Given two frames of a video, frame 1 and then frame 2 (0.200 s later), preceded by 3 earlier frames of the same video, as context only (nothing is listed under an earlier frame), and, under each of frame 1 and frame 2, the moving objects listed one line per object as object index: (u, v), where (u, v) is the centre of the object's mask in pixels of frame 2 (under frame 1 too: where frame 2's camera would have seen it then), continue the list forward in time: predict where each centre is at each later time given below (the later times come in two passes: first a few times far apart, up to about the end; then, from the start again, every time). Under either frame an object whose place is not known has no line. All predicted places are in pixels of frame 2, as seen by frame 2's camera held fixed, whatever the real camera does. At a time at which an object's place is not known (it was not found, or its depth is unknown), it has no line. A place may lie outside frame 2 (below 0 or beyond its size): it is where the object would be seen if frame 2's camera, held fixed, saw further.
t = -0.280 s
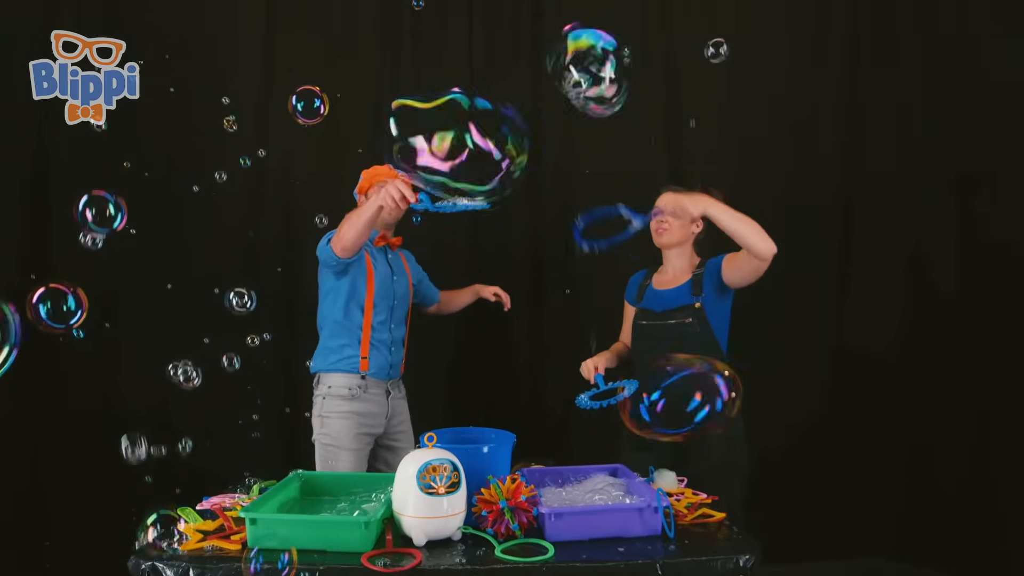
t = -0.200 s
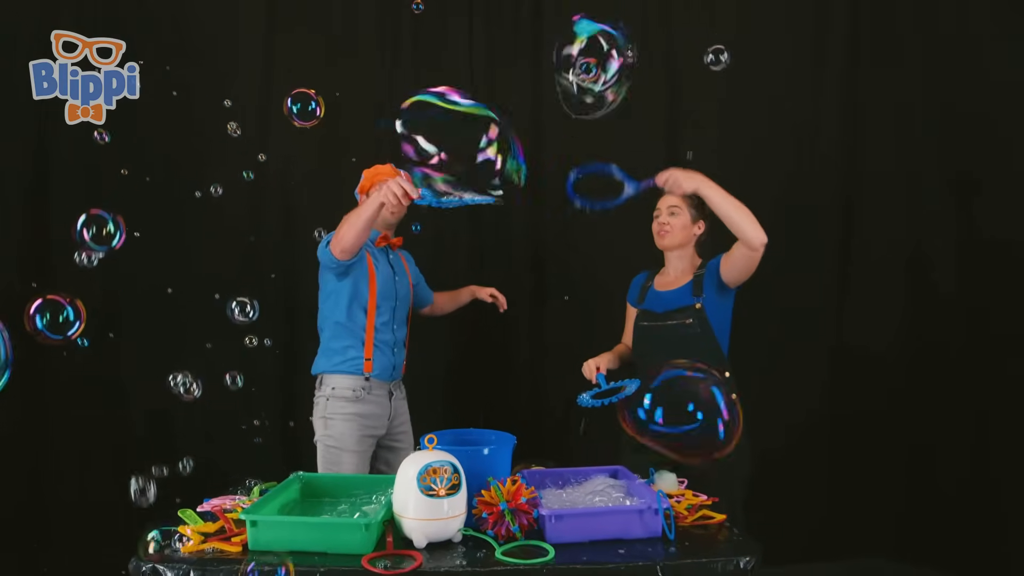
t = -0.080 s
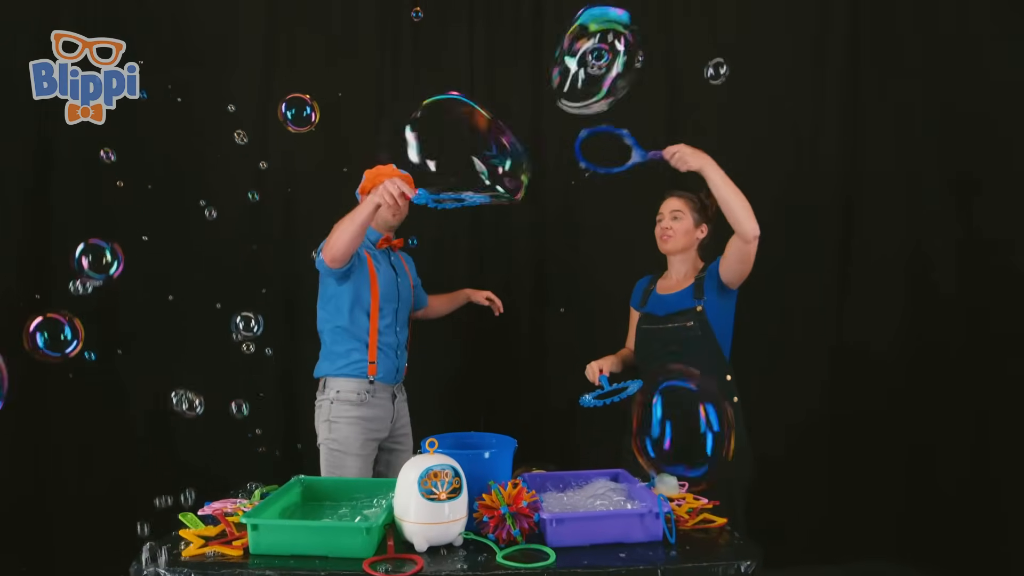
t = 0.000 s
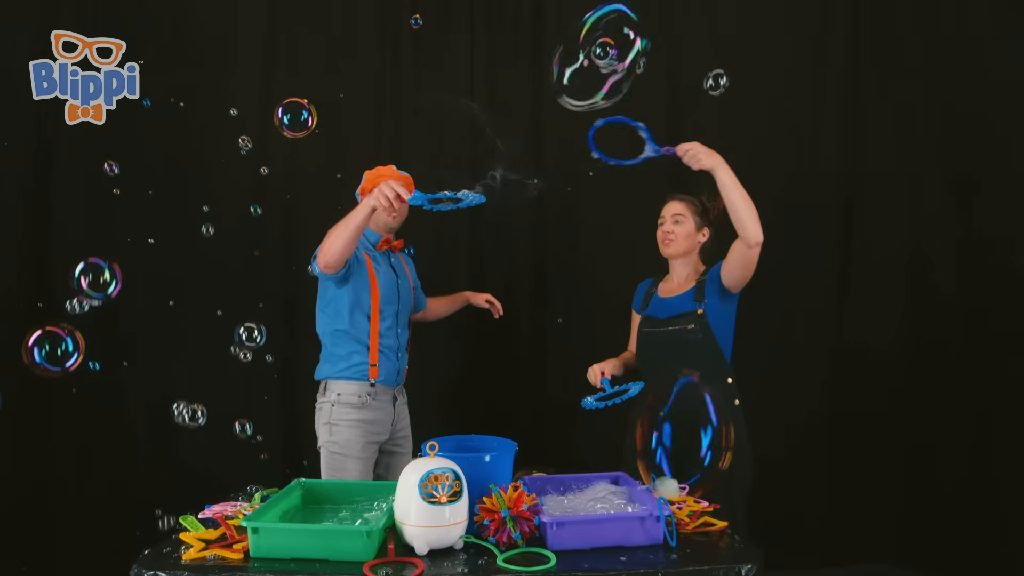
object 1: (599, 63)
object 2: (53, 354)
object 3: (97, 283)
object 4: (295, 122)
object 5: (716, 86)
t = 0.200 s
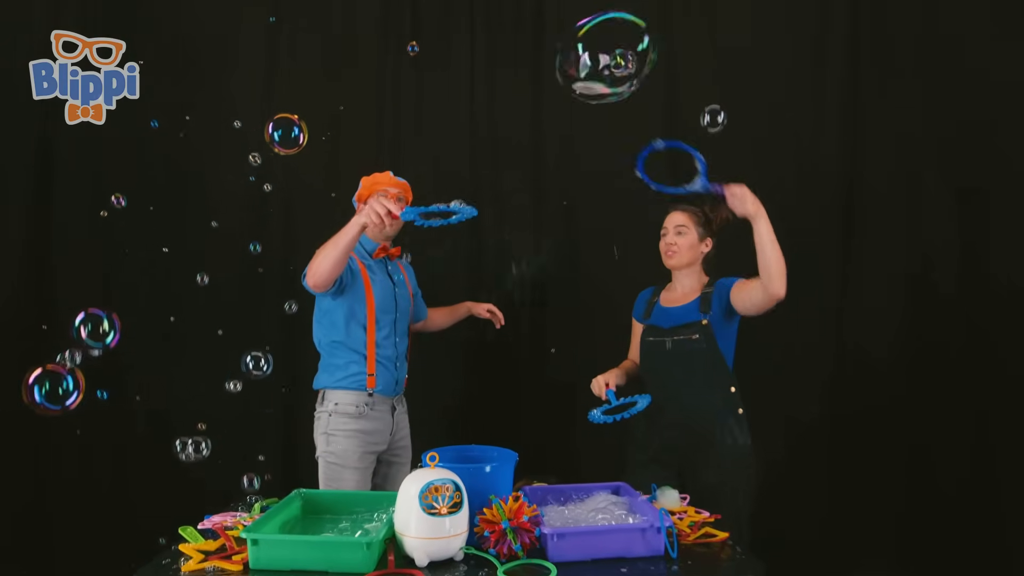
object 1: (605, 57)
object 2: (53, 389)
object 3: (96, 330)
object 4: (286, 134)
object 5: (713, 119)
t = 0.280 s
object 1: (605, 59)
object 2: (56, 402)
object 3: (98, 348)
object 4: (282, 140)
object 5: (710, 134)
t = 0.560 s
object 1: (610, 62)
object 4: (269, 164)
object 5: (699, 198)
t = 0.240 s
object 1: (605, 58)
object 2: (53, 397)
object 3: (97, 338)
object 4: (284, 137)
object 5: (712, 126)
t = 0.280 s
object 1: (605, 59)
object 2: (56, 402)
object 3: (98, 348)
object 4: (282, 140)
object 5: (710, 134)
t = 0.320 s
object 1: (604, 59)
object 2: (57, 408)
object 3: (99, 357)
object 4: (280, 143)
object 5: (709, 142)
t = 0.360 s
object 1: (607, 58)
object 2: (58, 417)
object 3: (100, 366)
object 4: (279, 146)
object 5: (707, 151)
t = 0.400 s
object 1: (608, 59)
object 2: (58, 425)
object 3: (102, 375)
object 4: (277, 150)
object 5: (705, 160)
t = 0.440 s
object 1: (608, 59)
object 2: (59, 432)
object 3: (103, 386)
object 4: (275, 153)
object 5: (703, 170)
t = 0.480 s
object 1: (607, 60)
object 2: (60, 439)
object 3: (105, 395)
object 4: (273, 157)
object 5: (702, 179)
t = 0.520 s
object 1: (608, 61)
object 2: (61, 447)
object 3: (107, 404)
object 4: (271, 160)
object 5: (701, 189)
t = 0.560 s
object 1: (610, 62)
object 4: (269, 164)
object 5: (699, 198)
